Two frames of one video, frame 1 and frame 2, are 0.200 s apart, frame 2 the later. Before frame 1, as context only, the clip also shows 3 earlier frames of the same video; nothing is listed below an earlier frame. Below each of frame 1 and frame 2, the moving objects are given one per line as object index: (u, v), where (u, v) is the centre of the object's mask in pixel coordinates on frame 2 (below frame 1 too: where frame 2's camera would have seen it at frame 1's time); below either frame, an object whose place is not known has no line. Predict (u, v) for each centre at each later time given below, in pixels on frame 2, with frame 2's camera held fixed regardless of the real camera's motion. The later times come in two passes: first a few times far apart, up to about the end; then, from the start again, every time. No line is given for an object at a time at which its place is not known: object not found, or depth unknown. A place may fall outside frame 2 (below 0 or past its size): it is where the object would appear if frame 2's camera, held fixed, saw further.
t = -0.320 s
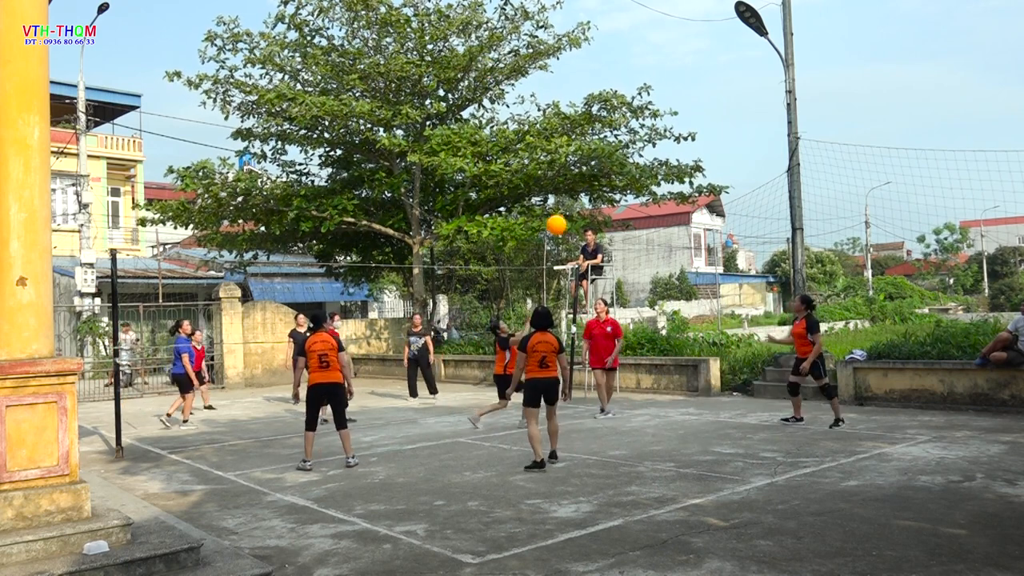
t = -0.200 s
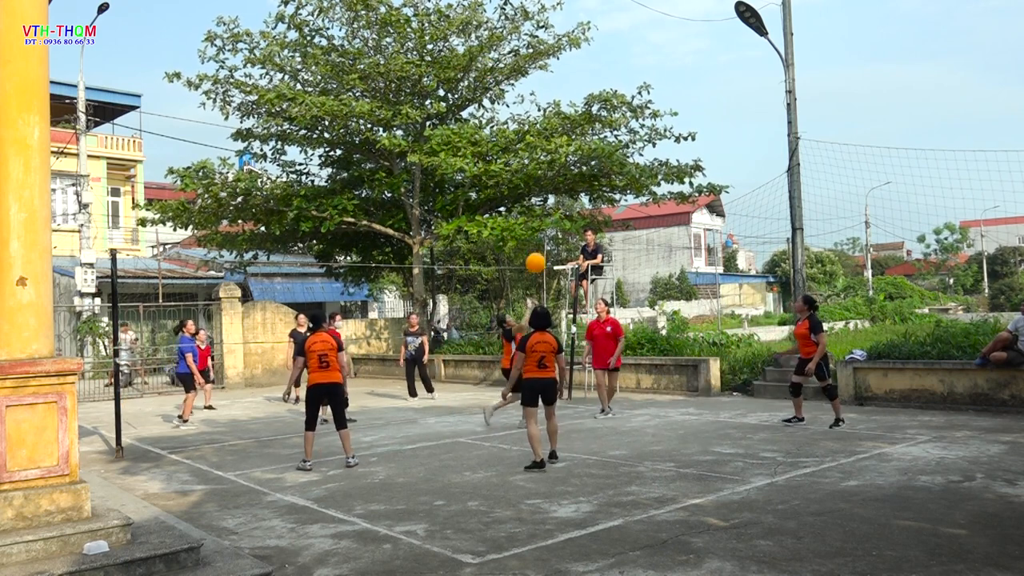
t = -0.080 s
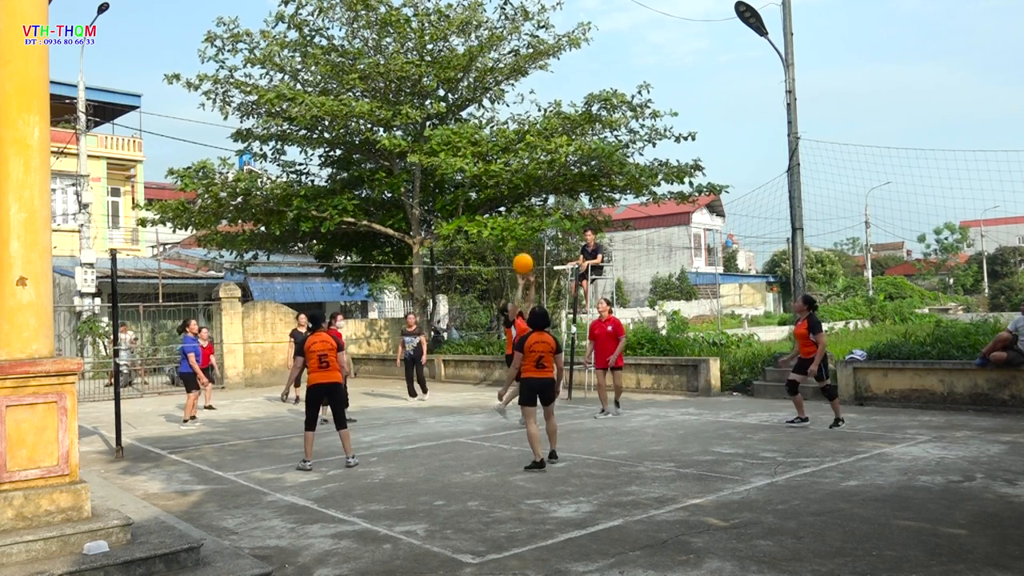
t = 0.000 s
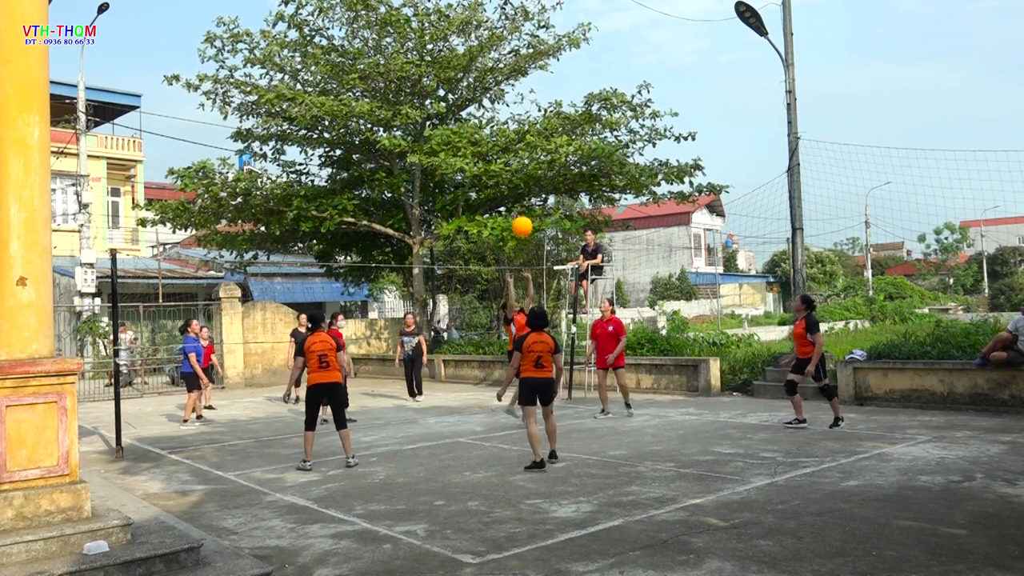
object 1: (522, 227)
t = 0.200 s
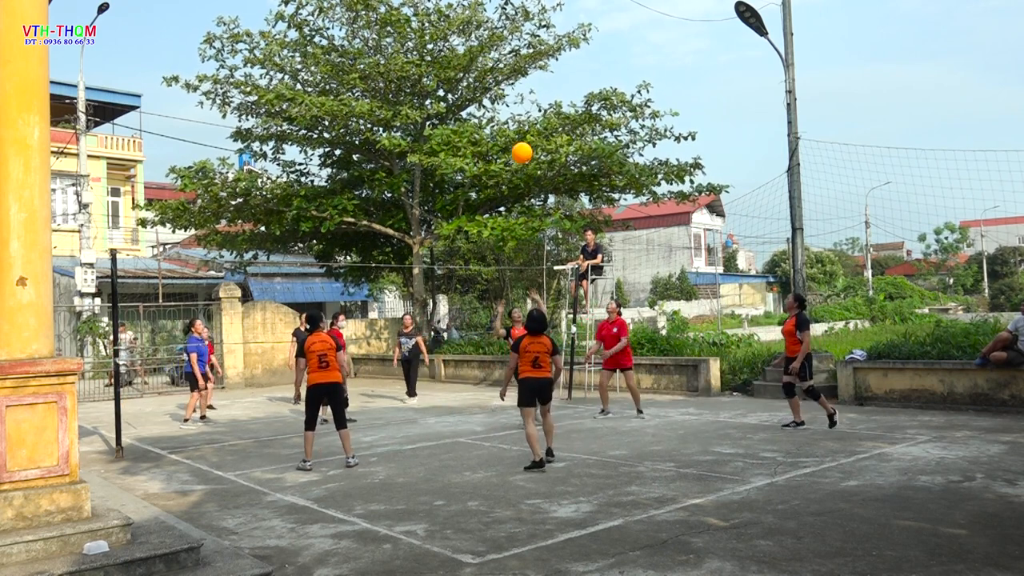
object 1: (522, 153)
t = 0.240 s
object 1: (522, 141)
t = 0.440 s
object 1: (523, 101)
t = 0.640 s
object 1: (524, 92)
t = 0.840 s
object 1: (528, 118)
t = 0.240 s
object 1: (522, 141)
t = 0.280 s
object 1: (522, 131)
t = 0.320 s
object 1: (522, 122)
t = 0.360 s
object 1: (522, 114)
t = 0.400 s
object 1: (522, 107)
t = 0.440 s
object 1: (523, 101)
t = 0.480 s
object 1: (523, 97)
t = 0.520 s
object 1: (524, 94)
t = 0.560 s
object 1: (524, 92)
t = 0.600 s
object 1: (524, 92)
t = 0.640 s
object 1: (524, 92)
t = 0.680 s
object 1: (525, 94)
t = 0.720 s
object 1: (526, 98)
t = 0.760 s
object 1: (526, 103)
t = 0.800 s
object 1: (527, 110)
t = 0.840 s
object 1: (528, 118)
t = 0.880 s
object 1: (529, 128)
